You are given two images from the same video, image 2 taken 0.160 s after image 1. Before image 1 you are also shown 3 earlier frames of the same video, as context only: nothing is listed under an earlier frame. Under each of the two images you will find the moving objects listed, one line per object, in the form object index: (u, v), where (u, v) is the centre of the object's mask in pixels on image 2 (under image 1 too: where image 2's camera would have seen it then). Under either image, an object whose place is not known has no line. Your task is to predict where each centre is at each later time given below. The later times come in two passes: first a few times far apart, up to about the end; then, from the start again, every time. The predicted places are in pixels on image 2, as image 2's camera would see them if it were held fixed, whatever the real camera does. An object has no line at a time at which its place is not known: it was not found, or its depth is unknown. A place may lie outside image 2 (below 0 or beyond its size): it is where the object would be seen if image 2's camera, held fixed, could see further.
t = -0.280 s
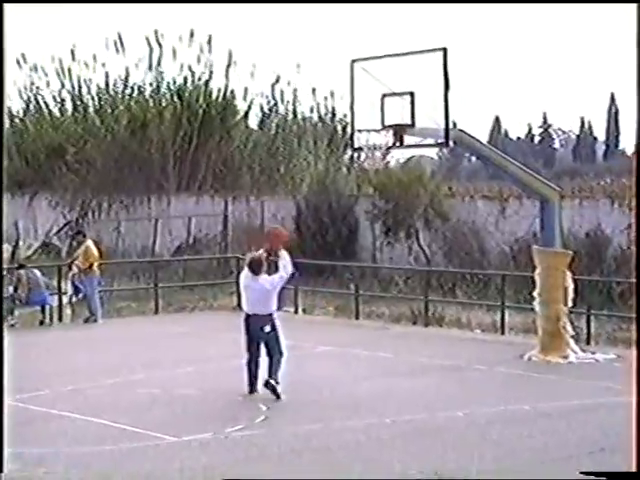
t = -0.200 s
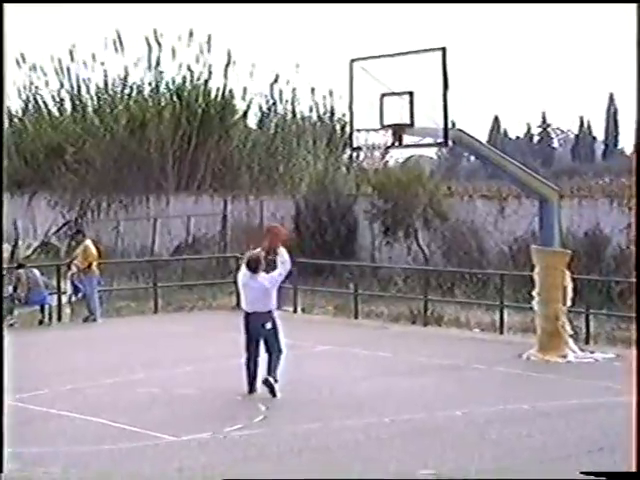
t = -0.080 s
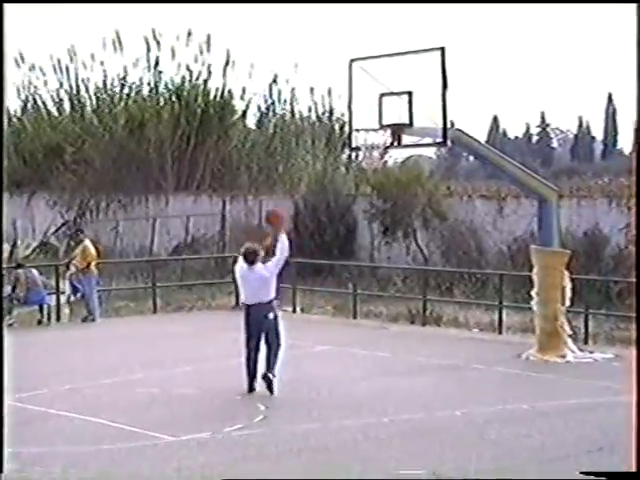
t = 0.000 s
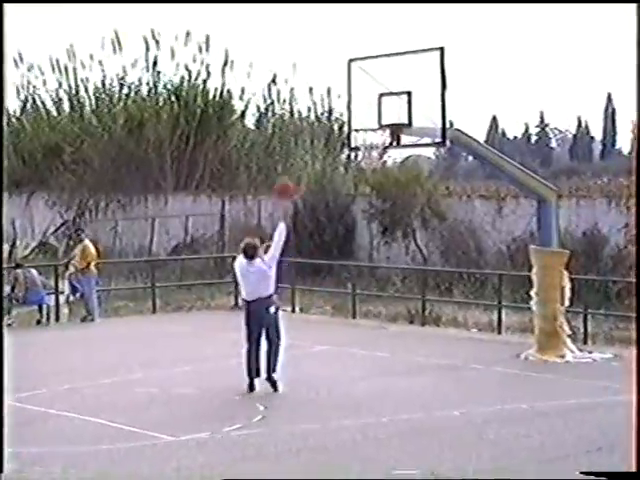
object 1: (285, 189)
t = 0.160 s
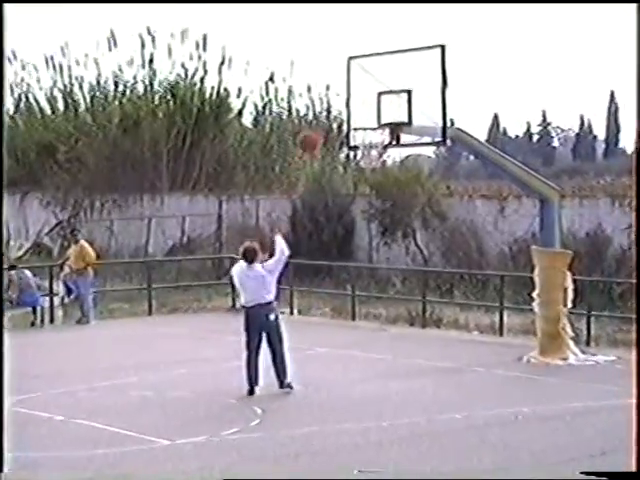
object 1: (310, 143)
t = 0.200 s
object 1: (315, 135)
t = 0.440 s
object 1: (354, 113)
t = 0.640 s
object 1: (379, 125)
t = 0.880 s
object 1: (361, 144)
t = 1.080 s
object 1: (364, 167)
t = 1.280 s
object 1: (370, 219)
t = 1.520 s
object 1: (376, 318)
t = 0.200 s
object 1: (315, 135)
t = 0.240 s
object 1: (327, 128)
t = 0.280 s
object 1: (329, 125)
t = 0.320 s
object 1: (334, 119)
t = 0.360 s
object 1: (340, 115)
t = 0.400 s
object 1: (346, 114)
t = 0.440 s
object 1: (354, 113)
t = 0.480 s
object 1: (359, 115)
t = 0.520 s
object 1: (365, 117)
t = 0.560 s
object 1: (370, 119)
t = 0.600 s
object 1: (375, 121)
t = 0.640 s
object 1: (379, 125)
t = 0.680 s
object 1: (377, 126)
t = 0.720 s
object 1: (372, 129)
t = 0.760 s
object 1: (367, 133)
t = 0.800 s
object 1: (363, 136)
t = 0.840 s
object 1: (362, 141)
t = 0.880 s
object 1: (361, 144)
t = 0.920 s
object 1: (361, 148)
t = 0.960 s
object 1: (361, 151)
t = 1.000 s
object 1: (362, 155)
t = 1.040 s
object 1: (363, 160)
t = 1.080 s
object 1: (364, 167)
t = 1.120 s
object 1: (366, 175)
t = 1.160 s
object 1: (367, 186)
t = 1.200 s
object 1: (367, 192)
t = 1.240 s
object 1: (369, 206)
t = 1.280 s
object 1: (370, 219)
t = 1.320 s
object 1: (372, 231)
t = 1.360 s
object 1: (371, 249)
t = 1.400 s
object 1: (374, 267)
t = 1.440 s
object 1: (374, 281)
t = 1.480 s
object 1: (376, 298)
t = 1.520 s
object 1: (376, 318)
